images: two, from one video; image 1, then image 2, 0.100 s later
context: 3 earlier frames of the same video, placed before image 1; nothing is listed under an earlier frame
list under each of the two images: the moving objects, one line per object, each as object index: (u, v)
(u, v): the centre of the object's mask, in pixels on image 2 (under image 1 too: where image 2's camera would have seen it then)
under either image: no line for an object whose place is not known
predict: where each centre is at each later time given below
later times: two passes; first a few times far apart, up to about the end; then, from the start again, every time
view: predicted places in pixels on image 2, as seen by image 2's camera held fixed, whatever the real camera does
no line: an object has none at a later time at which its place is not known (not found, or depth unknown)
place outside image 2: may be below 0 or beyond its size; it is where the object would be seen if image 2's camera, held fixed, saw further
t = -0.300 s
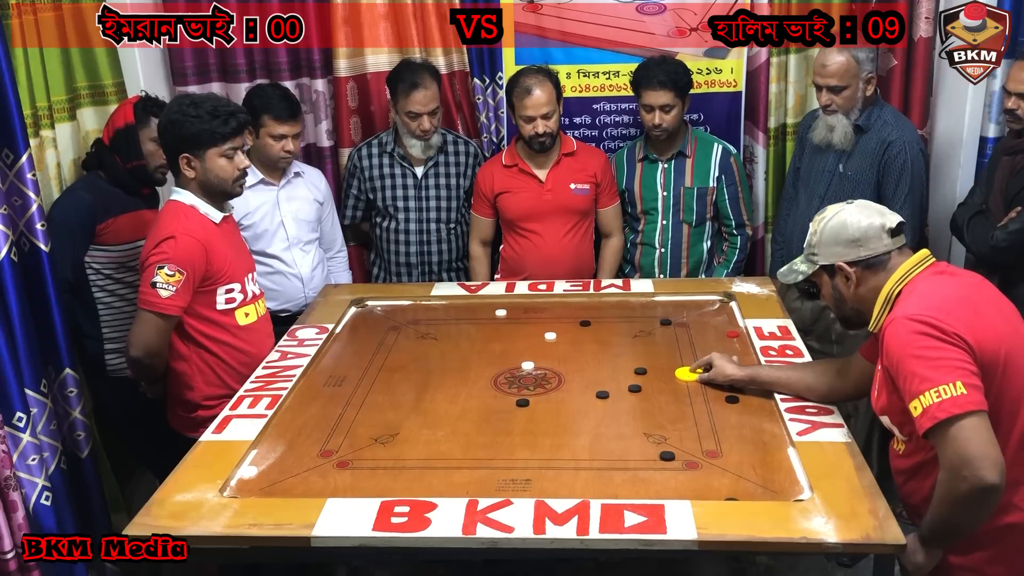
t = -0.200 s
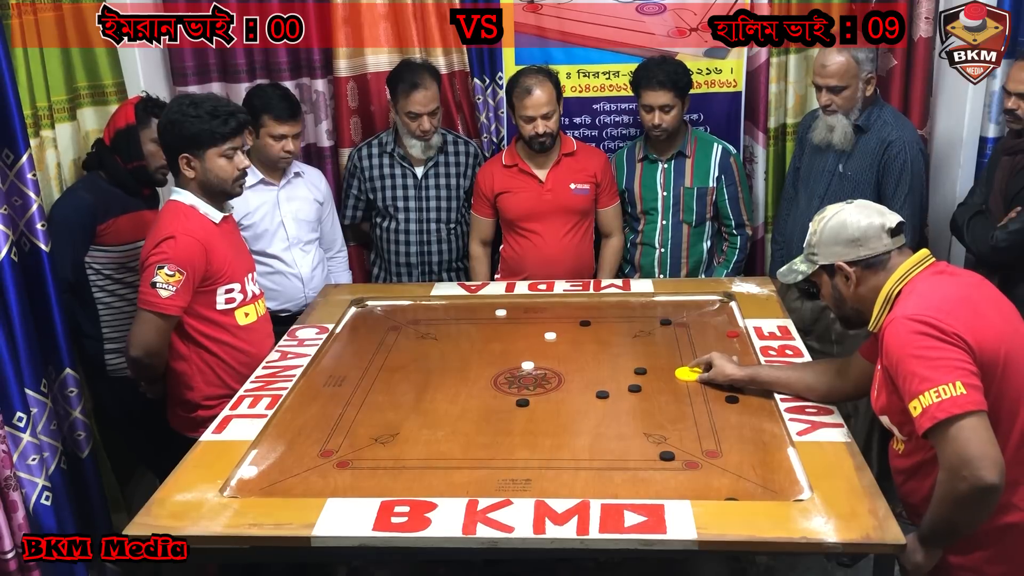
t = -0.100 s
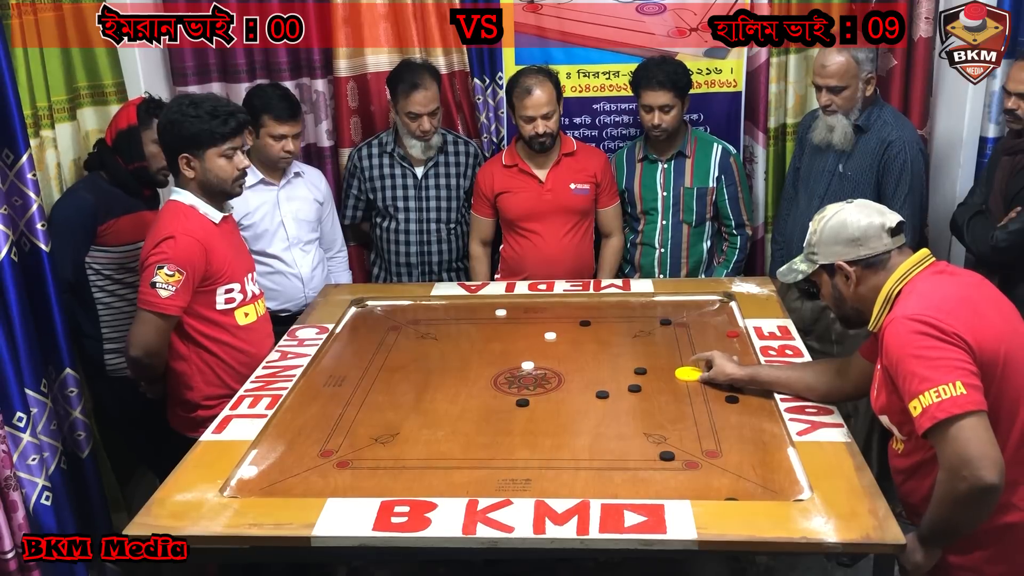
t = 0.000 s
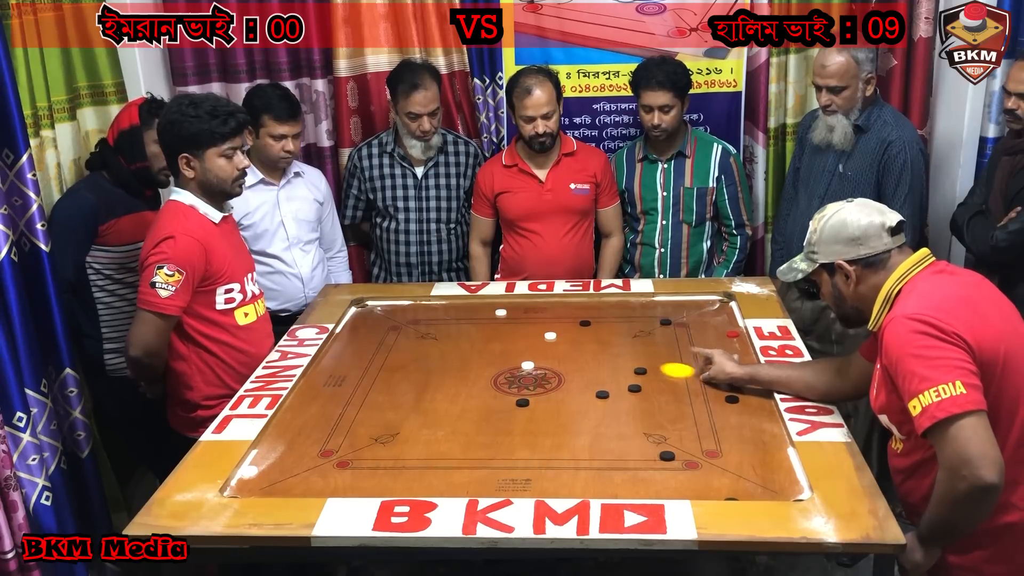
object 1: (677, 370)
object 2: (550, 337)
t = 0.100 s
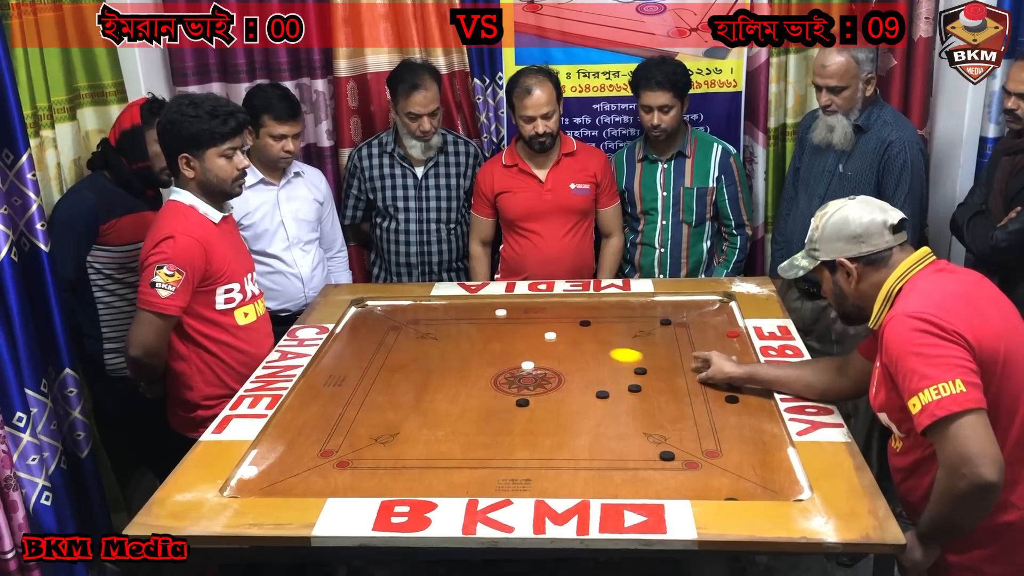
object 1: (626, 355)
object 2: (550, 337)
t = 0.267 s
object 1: (559, 336)
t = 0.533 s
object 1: (506, 317)
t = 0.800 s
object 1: (482, 312)
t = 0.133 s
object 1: (610, 351)
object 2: (550, 337)
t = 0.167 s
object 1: (595, 346)
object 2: (550, 337)
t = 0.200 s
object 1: (581, 342)
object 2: (550, 337)
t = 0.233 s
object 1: (568, 339)
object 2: (549, 336)
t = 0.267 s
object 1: (559, 336)
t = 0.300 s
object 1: (551, 333)
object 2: (508, 328)
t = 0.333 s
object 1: (543, 330)
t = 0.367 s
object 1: (536, 328)
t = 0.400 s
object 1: (529, 326)
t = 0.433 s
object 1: (523, 323)
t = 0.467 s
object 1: (517, 321)
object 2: (410, 311)
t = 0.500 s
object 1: (511, 319)
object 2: (392, 308)
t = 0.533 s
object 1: (506, 317)
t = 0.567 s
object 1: (502, 316)
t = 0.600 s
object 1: (497, 315)
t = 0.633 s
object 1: (494, 315)
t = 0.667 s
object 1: (490, 314)
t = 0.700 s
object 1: (488, 313)
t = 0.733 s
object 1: (485, 312)
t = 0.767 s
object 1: (483, 312)
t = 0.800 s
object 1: (482, 312)
